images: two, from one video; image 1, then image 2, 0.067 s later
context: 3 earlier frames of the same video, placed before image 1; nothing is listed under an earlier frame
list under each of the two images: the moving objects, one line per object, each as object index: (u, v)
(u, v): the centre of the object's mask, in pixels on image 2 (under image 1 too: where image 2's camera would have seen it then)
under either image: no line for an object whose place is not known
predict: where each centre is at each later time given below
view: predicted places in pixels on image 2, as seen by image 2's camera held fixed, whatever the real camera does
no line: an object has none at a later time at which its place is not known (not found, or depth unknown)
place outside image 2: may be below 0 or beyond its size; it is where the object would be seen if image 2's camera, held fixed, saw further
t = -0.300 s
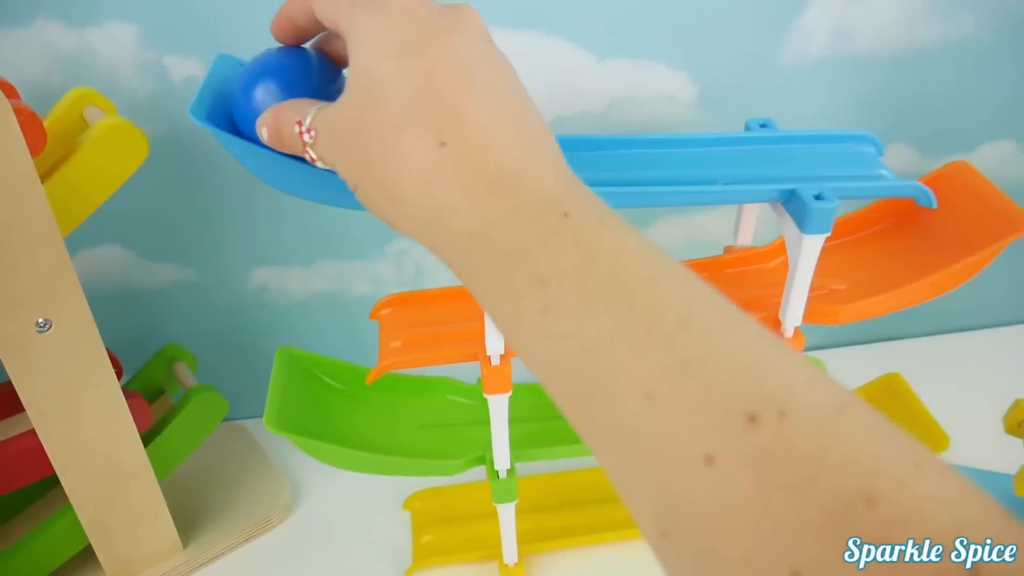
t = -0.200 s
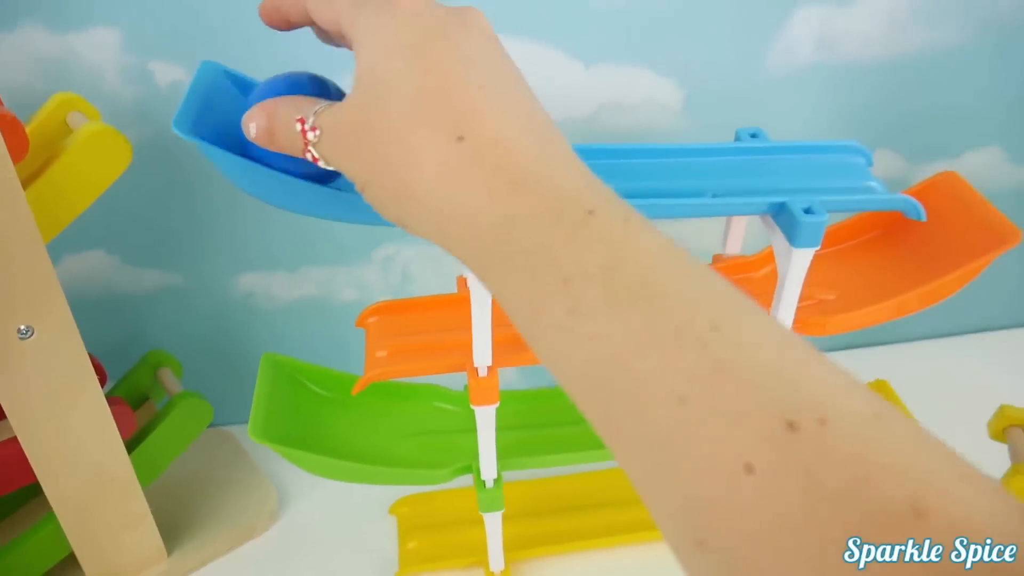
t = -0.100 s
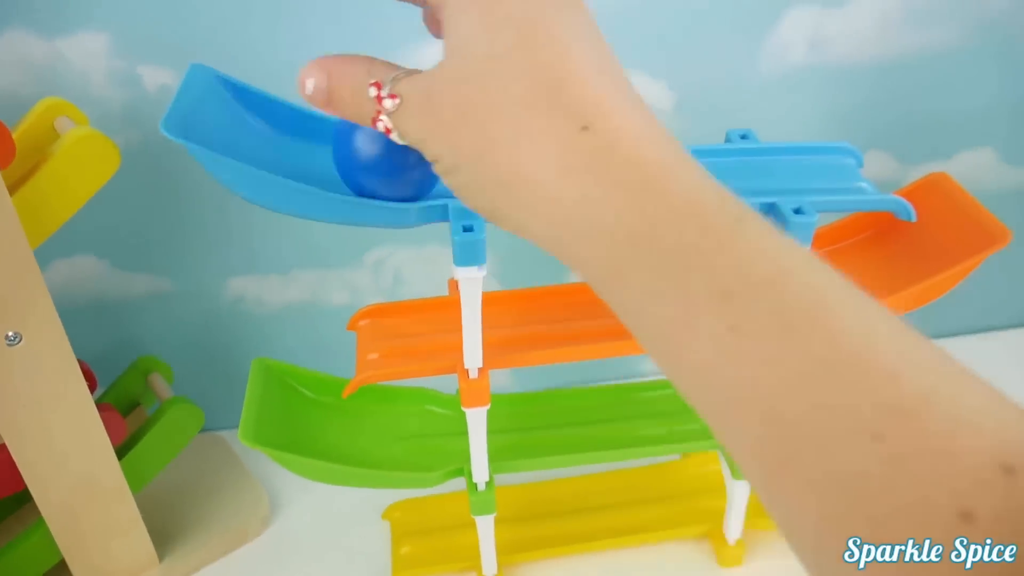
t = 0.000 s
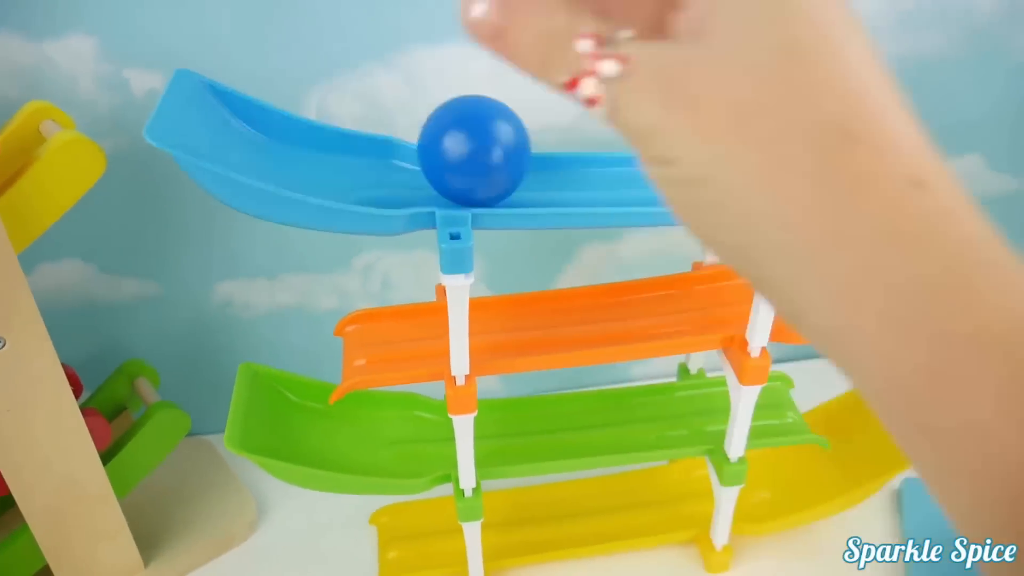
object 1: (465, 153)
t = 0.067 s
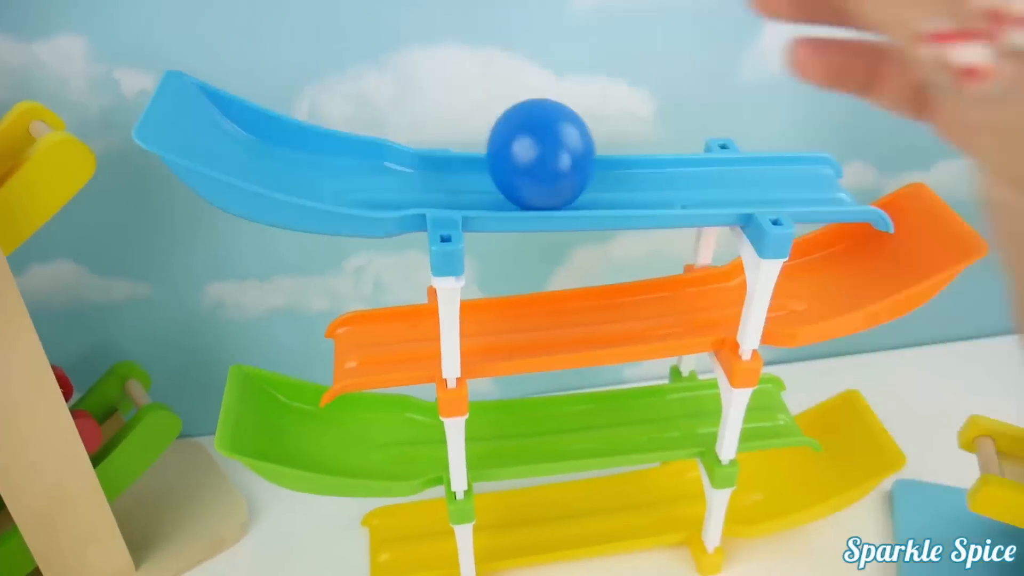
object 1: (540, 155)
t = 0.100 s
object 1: (579, 155)
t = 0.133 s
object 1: (618, 155)
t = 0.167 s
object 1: (657, 155)
